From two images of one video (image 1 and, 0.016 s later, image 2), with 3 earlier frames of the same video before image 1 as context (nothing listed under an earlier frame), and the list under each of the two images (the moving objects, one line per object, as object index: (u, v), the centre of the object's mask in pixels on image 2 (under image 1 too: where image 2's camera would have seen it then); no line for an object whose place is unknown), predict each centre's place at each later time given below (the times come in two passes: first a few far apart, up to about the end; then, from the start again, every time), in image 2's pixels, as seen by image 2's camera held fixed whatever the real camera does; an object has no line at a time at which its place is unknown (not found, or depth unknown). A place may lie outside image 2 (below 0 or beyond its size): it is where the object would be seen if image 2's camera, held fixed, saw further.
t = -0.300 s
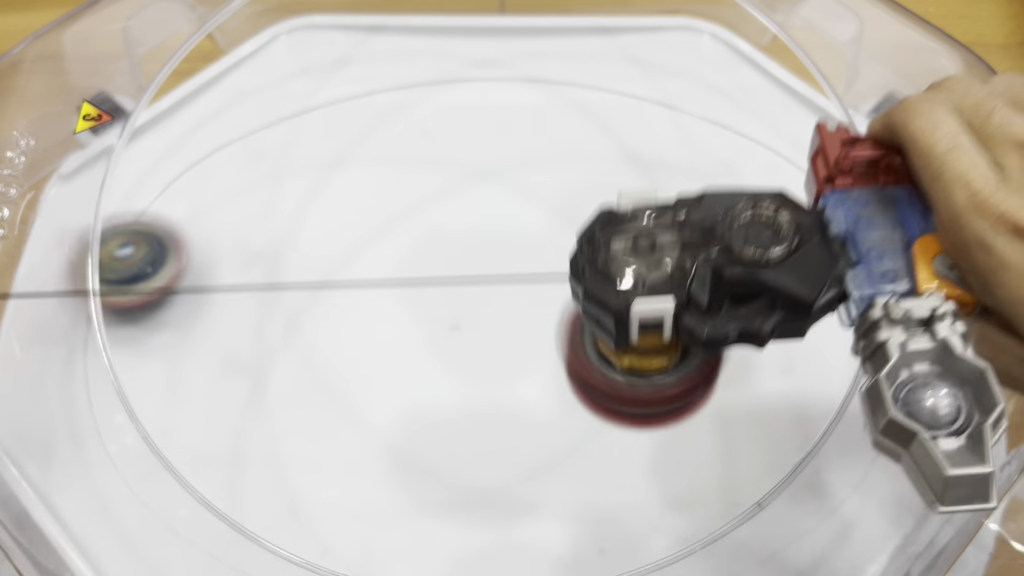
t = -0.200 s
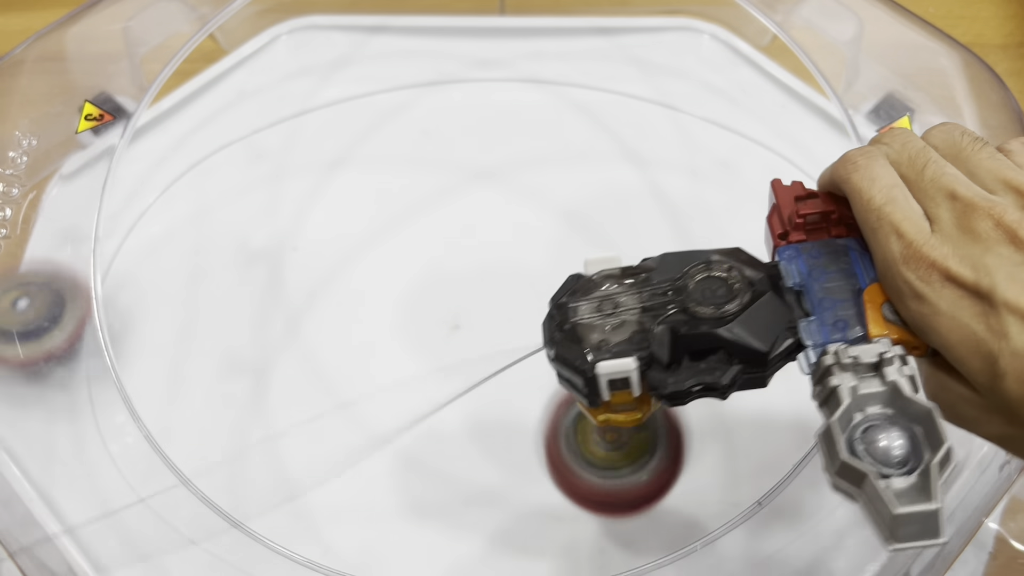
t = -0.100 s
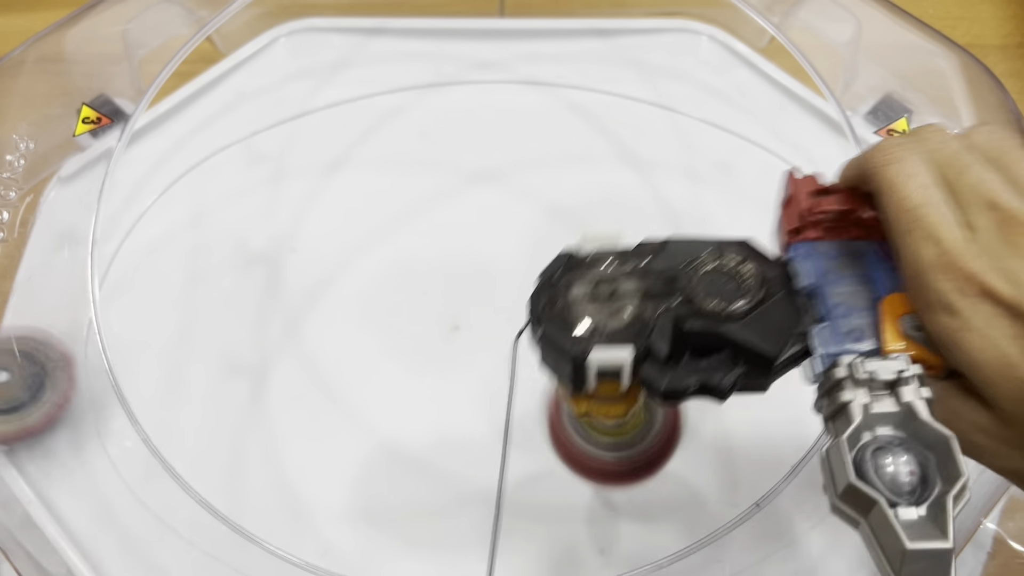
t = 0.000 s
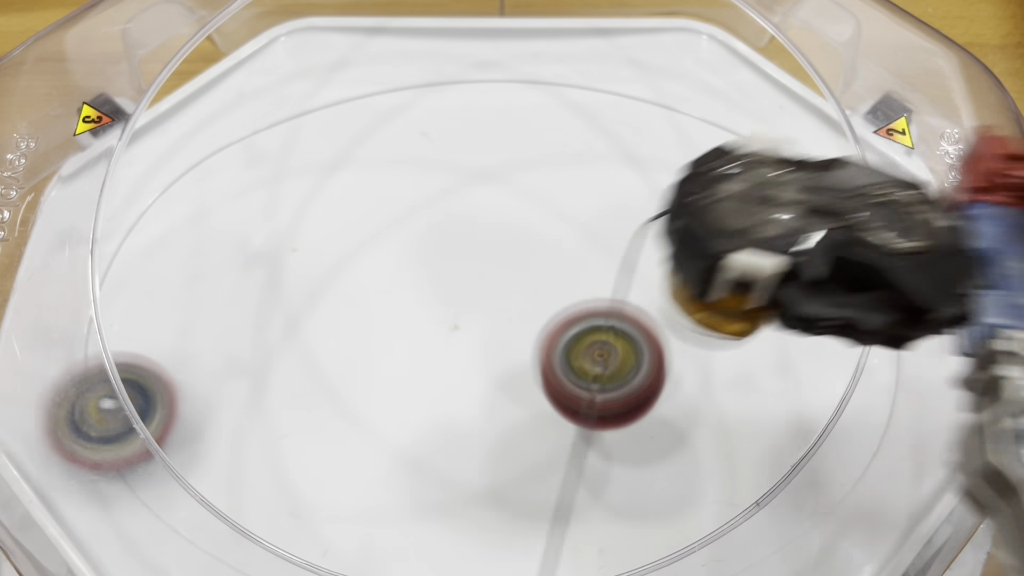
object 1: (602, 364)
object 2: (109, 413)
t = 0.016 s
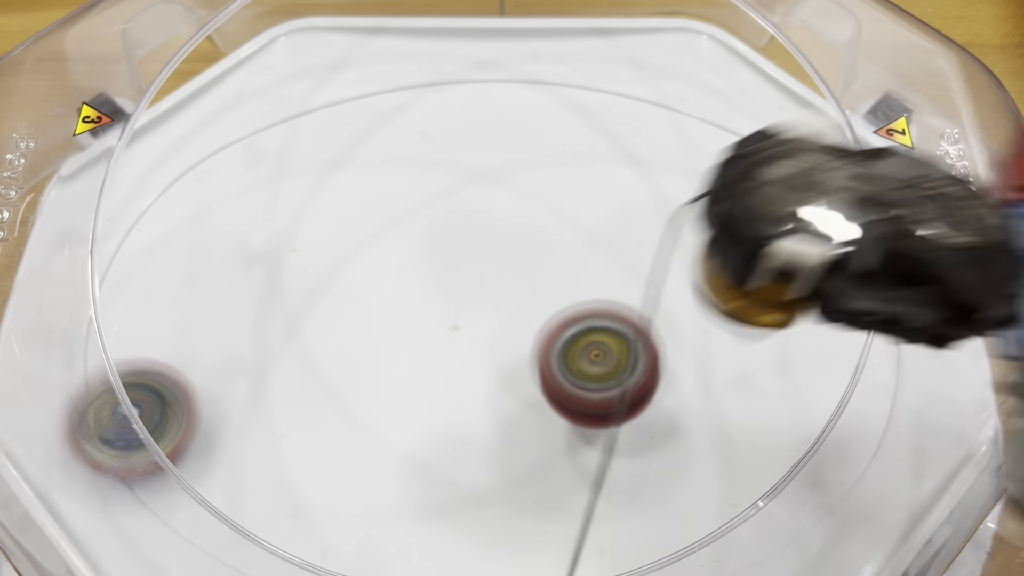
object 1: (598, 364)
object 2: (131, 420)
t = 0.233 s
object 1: (506, 294)
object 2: (367, 379)
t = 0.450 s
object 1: (568, 147)
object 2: (249, 340)
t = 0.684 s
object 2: (153, 316)
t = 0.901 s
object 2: (161, 359)
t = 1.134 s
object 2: (235, 287)
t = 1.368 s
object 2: (238, 226)
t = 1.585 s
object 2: (182, 198)
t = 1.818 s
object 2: (207, 263)
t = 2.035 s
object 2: (388, 279)
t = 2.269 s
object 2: (540, 193)
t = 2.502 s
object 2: (478, 128)
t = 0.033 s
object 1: (593, 367)
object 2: (151, 421)
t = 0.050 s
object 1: (590, 367)
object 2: (172, 421)
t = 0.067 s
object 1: (585, 352)
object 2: (197, 421)
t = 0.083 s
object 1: (578, 336)
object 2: (211, 423)
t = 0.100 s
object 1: (571, 323)
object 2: (229, 423)
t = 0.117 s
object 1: (564, 312)
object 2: (248, 421)
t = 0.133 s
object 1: (556, 304)
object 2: (268, 416)
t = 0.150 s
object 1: (548, 299)
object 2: (286, 413)
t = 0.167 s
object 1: (540, 296)
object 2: (303, 407)
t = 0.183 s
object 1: (533, 295)
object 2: (321, 401)
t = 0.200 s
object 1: (525, 297)
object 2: (337, 394)
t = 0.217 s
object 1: (517, 301)
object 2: (353, 387)
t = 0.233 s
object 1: (506, 294)
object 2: (367, 379)
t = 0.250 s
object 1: (493, 285)
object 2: (380, 370)
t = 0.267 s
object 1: (480, 277)
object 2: (393, 360)
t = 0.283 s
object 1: (468, 271)
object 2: (402, 353)
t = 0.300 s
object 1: (476, 254)
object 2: (388, 352)
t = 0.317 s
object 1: (490, 237)
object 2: (369, 350)
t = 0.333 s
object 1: (504, 223)
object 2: (350, 350)
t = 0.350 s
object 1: (516, 214)
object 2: (333, 353)
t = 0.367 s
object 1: (528, 206)
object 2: (316, 358)
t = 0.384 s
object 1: (537, 191)
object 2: (300, 354)
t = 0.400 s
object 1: (545, 176)
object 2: (286, 351)
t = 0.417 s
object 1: (552, 163)
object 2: (273, 349)
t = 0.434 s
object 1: (560, 154)
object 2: (261, 346)
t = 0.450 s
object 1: (568, 147)
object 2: (249, 340)
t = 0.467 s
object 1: (574, 142)
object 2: (238, 337)
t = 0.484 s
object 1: (577, 134)
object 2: (228, 332)
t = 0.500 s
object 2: (218, 327)
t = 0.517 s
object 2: (210, 325)
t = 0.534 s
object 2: (201, 321)
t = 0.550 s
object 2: (194, 319)
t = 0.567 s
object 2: (187, 317)
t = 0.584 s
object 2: (180, 316)
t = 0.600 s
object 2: (174, 315)
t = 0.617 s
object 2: (168, 315)
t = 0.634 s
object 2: (163, 315)
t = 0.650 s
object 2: (158, 315)
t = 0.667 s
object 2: (155, 316)
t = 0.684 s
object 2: (153, 316)
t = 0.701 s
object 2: (151, 317)
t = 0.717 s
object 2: (149, 319)
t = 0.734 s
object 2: (147, 321)
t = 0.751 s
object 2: (135, 326)
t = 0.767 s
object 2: (133, 329)
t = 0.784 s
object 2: (132, 333)
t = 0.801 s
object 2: (132, 337)
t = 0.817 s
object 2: (132, 342)
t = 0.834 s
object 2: (134, 346)
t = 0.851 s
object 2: (137, 351)
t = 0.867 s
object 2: (142, 355)
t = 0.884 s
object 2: (157, 356)
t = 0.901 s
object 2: (161, 359)
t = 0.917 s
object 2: (166, 362)
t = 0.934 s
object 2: (172, 365)
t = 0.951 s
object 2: (176, 365)
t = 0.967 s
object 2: (176, 357)
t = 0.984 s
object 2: (178, 350)
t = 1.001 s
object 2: (182, 343)
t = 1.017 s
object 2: (187, 335)
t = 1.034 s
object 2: (193, 329)
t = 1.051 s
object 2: (199, 322)
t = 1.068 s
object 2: (207, 315)
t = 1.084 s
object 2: (214, 309)
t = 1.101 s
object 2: (222, 299)
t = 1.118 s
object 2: (229, 292)
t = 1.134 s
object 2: (235, 287)
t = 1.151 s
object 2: (240, 282)
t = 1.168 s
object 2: (244, 277)
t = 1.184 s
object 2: (247, 272)
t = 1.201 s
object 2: (250, 268)
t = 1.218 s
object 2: (251, 263)
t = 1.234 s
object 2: (253, 258)
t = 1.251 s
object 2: (252, 254)
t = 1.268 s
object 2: (252, 249)
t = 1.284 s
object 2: (251, 245)
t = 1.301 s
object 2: (249, 241)
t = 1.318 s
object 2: (247, 237)
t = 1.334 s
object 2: (245, 233)
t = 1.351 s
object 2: (242, 230)
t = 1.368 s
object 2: (238, 226)
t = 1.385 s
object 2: (235, 222)
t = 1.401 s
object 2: (231, 219)
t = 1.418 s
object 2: (226, 216)
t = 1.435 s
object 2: (221, 213)
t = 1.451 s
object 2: (217, 211)
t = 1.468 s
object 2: (212, 209)
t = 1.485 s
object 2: (207, 206)
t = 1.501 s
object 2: (203, 204)
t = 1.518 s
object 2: (198, 202)
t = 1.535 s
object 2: (194, 200)
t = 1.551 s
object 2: (190, 199)
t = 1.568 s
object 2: (186, 198)
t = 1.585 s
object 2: (182, 198)
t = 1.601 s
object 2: (179, 199)
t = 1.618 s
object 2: (176, 201)
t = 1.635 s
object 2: (173, 204)
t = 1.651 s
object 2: (170, 207)
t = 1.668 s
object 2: (169, 211)
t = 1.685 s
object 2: (168, 216)
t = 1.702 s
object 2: (169, 223)
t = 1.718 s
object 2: (171, 229)
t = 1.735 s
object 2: (176, 236)
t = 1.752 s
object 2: (179, 242)
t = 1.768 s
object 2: (183, 247)
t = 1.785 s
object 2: (190, 253)
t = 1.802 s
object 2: (198, 258)
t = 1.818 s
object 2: (207, 263)
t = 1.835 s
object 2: (218, 268)
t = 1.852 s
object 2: (230, 273)
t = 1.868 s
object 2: (242, 277)
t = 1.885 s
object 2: (255, 282)
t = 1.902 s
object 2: (268, 285)
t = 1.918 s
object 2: (283, 287)
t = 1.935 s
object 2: (297, 289)
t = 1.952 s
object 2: (312, 290)
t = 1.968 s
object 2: (327, 288)
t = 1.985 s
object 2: (341, 287)
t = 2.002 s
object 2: (356, 285)
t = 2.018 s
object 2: (372, 283)
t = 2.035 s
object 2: (388, 279)
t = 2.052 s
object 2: (403, 275)
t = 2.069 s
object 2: (420, 273)
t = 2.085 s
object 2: (435, 269)
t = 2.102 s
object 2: (450, 264)
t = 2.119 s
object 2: (464, 258)
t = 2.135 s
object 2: (478, 252)
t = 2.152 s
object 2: (490, 245)
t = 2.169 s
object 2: (503, 235)
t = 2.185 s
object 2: (515, 227)
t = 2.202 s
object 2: (523, 220)
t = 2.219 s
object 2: (529, 213)
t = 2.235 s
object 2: (533, 207)
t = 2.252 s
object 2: (537, 200)
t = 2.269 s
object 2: (540, 193)
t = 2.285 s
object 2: (541, 187)
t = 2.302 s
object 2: (541, 181)
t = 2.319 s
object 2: (540, 176)
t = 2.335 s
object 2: (538, 169)
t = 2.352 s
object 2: (536, 164)
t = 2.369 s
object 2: (532, 158)
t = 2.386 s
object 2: (528, 154)
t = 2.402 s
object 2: (522, 148)
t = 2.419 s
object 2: (516, 144)
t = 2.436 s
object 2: (510, 140)
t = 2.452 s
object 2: (503, 136)
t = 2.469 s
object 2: (495, 133)
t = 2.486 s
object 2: (487, 130)
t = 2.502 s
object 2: (478, 128)
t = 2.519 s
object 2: (469, 125)
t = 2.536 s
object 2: (459, 124)
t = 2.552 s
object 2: (448, 123)
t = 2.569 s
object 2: (437, 123)
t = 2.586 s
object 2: (426, 124)
